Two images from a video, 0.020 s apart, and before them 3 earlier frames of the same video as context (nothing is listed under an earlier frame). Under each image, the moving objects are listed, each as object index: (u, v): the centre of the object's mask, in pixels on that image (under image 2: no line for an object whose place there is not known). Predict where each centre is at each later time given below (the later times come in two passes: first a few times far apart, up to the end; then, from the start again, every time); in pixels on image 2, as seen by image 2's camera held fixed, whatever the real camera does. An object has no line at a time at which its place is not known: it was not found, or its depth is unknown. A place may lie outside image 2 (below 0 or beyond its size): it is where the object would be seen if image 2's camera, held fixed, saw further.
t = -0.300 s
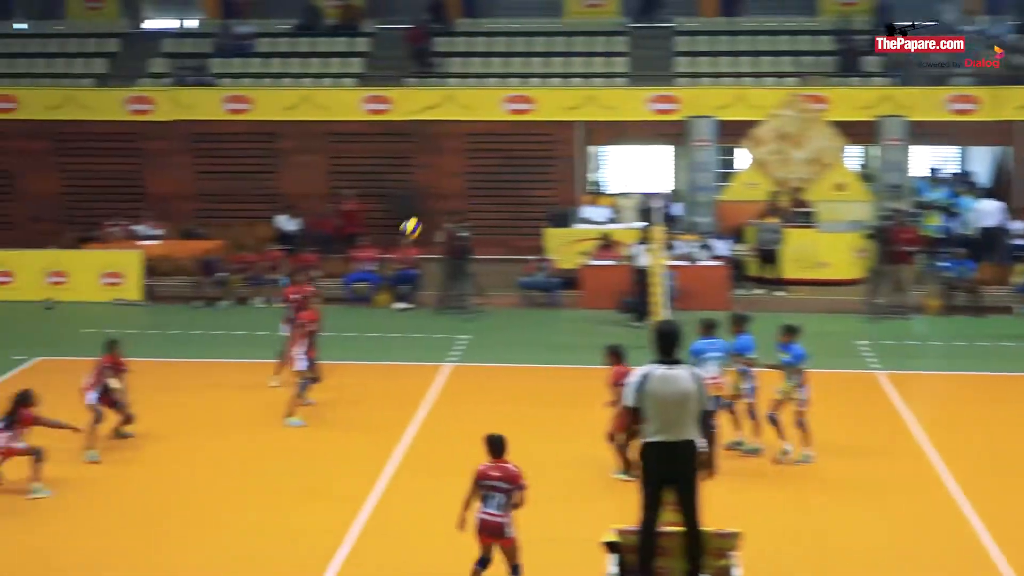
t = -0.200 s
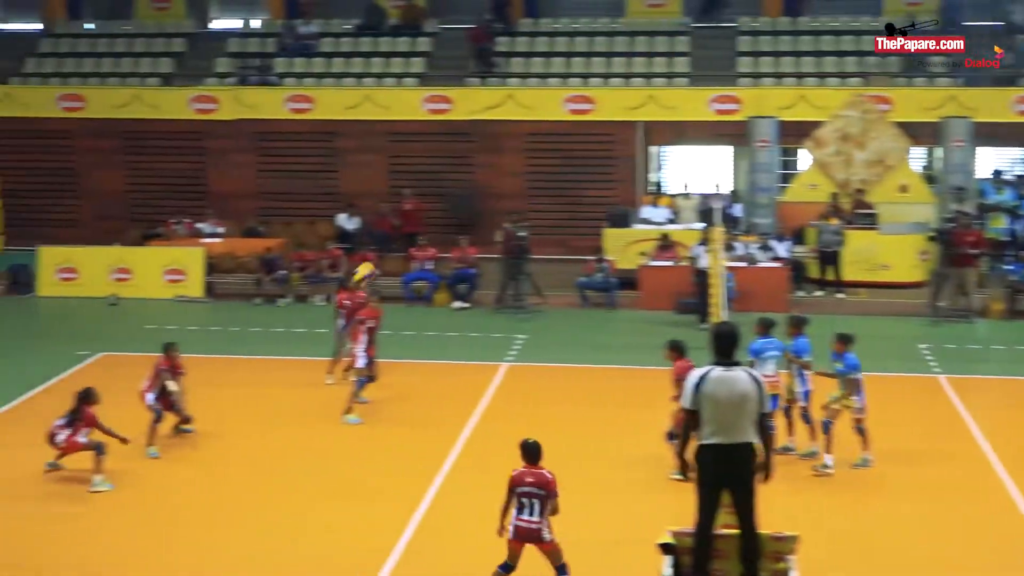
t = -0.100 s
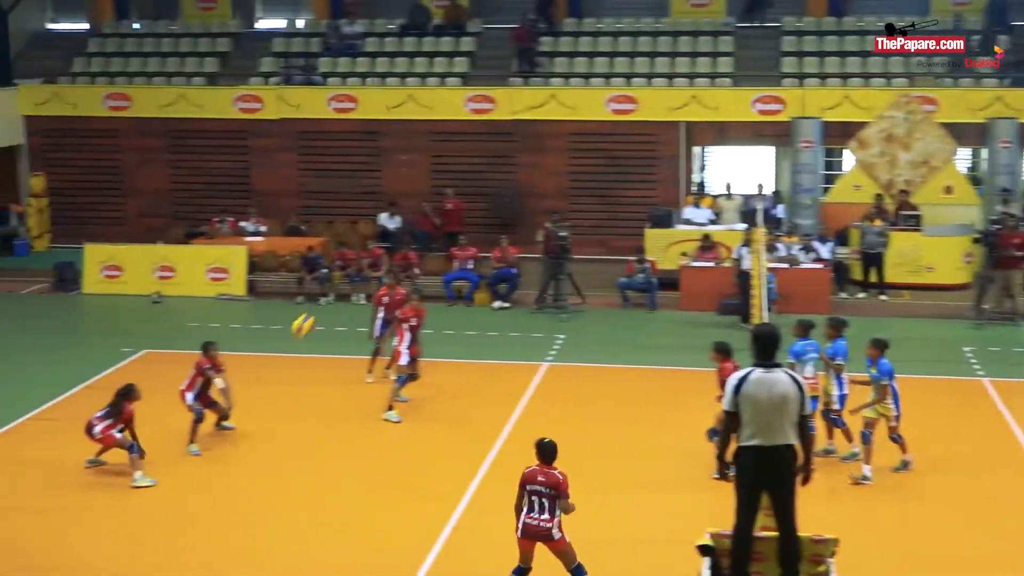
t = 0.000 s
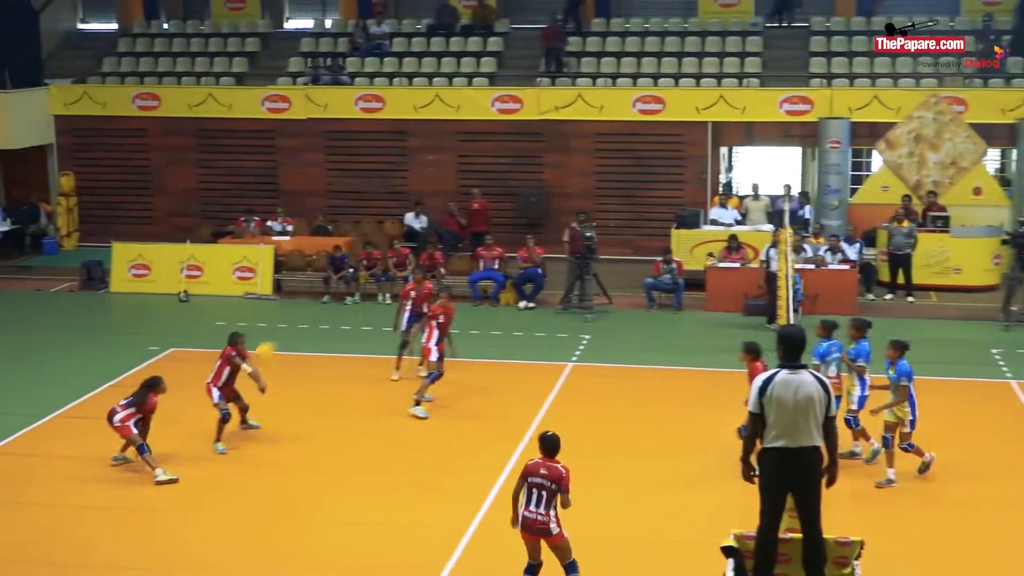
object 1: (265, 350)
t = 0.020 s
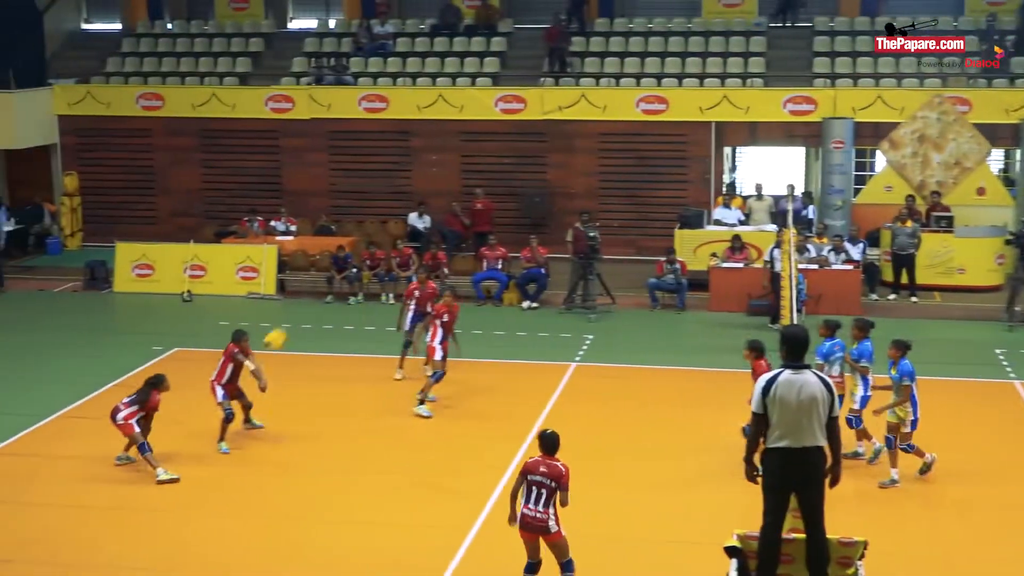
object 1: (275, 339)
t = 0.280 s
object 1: (359, 201)
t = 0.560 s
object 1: (453, 120)
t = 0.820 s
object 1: (536, 104)
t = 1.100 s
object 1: (627, 155)
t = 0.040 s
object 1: (282, 327)
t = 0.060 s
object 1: (289, 314)
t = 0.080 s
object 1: (295, 303)
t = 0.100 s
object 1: (301, 290)
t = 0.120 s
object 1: (307, 279)
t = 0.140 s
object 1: (314, 267)
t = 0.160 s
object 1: (320, 257)
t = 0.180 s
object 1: (326, 247)
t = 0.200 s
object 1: (334, 233)
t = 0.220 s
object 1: (340, 227)
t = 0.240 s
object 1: (346, 218)
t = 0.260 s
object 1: (353, 209)
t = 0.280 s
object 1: (359, 201)
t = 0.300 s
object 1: (366, 193)
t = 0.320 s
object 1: (373, 185)
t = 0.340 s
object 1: (380, 179)
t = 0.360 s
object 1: (387, 171)
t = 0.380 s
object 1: (394, 165)
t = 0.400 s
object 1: (400, 158)
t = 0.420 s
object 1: (407, 152)
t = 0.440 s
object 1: (414, 146)
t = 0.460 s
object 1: (420, 141)
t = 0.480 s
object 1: (427, 136)
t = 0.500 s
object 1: (434, 131)
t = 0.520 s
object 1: (440, 127)
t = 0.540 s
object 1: (446, 123)
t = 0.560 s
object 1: (453, 120)
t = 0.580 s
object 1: (460, 116)
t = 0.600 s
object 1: (467, 113)
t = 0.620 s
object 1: (472, 110)
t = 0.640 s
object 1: (479, 108)
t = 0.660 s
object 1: (486, 106)
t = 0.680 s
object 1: (493, 104)
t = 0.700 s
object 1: (499, 102)
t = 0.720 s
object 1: (504, 102)
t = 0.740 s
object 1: (511, 101)
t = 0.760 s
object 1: (518, 102)
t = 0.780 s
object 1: (524, 102)
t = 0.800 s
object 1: (529, 103)
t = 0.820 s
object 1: (536, 104)
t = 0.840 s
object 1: (544, 106)
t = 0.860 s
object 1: (550, 108)
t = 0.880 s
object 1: (557, 110)
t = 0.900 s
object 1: (564, 113)
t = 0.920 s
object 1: (571, 116)
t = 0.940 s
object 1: (577, 119)
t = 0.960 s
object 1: (583, 122)
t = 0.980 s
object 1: (590, 126)
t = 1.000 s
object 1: (596, 130)
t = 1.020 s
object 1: (603, 134)
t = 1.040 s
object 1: (608, 138)
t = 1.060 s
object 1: (615, 144)
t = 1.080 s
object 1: (621, 149)
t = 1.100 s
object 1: (627, 155)
